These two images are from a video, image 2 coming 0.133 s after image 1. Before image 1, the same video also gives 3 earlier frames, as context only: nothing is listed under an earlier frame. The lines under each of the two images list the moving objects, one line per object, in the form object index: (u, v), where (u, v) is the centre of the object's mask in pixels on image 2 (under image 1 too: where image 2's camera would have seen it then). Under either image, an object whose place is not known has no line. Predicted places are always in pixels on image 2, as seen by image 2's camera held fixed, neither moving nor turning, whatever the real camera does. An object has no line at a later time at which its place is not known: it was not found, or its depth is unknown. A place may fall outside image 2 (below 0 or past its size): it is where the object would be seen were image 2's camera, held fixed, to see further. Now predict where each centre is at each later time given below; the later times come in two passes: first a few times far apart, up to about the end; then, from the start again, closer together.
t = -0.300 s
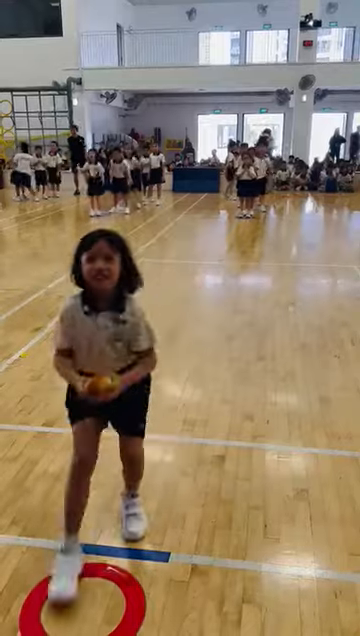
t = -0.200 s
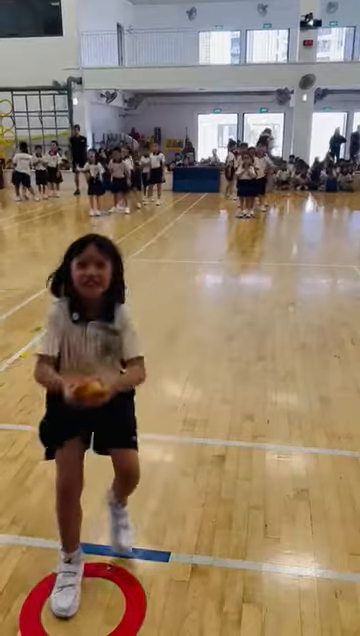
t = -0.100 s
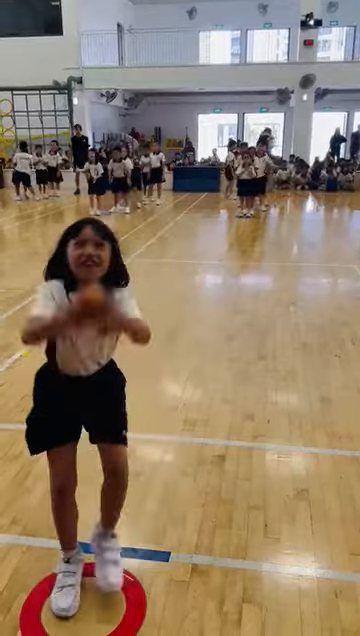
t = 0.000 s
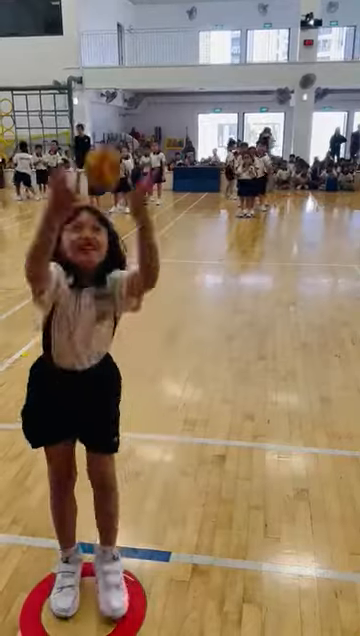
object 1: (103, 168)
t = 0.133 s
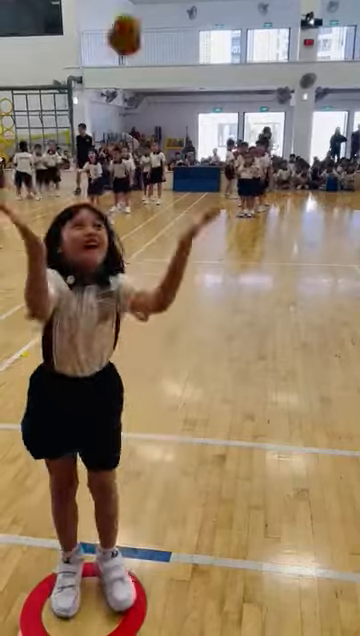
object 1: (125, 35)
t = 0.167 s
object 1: (131, 17)
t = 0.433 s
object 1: (184, 65)
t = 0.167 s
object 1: (131, 17)
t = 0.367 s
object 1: (170, 18)
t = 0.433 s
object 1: (184, 65)
